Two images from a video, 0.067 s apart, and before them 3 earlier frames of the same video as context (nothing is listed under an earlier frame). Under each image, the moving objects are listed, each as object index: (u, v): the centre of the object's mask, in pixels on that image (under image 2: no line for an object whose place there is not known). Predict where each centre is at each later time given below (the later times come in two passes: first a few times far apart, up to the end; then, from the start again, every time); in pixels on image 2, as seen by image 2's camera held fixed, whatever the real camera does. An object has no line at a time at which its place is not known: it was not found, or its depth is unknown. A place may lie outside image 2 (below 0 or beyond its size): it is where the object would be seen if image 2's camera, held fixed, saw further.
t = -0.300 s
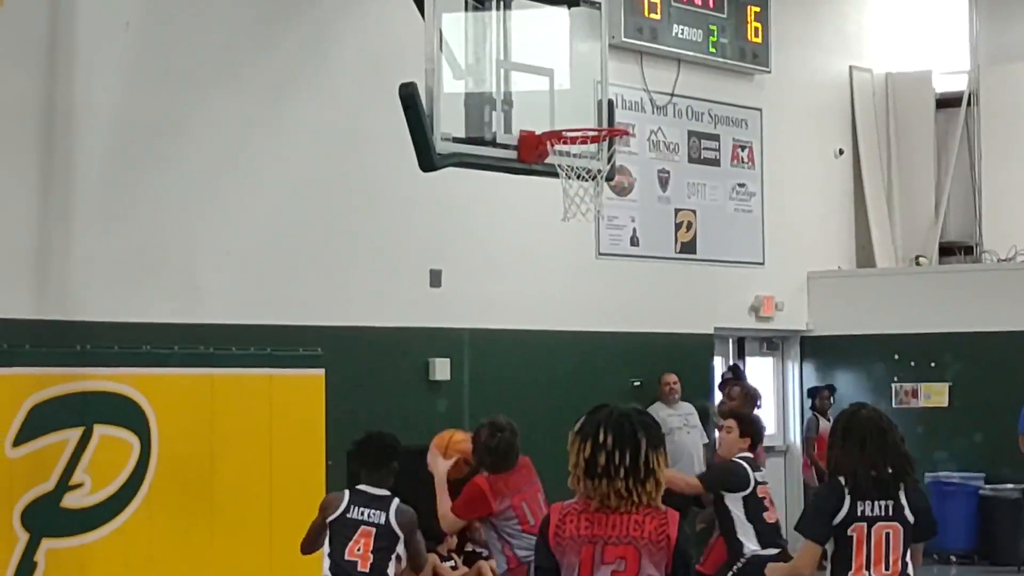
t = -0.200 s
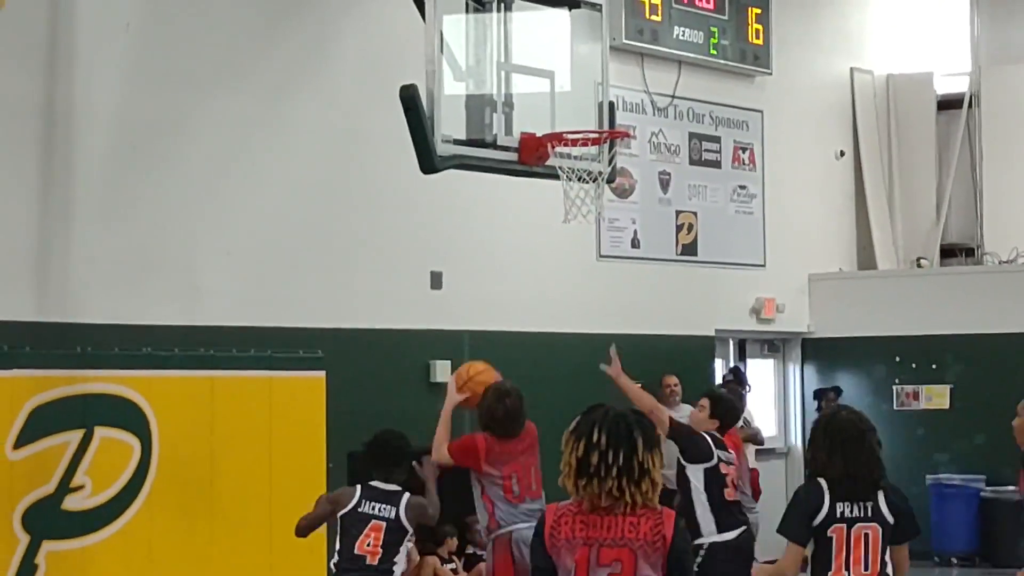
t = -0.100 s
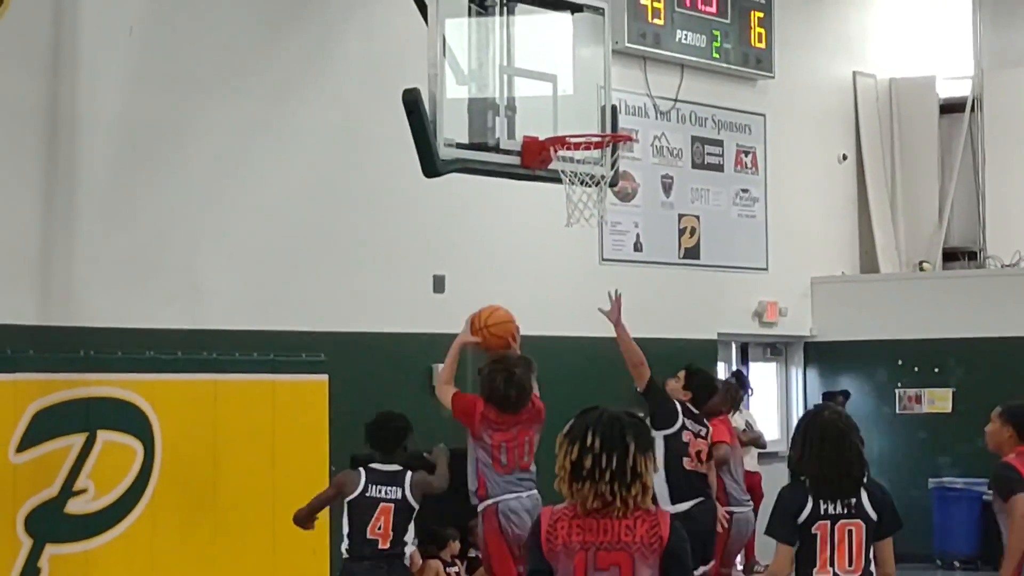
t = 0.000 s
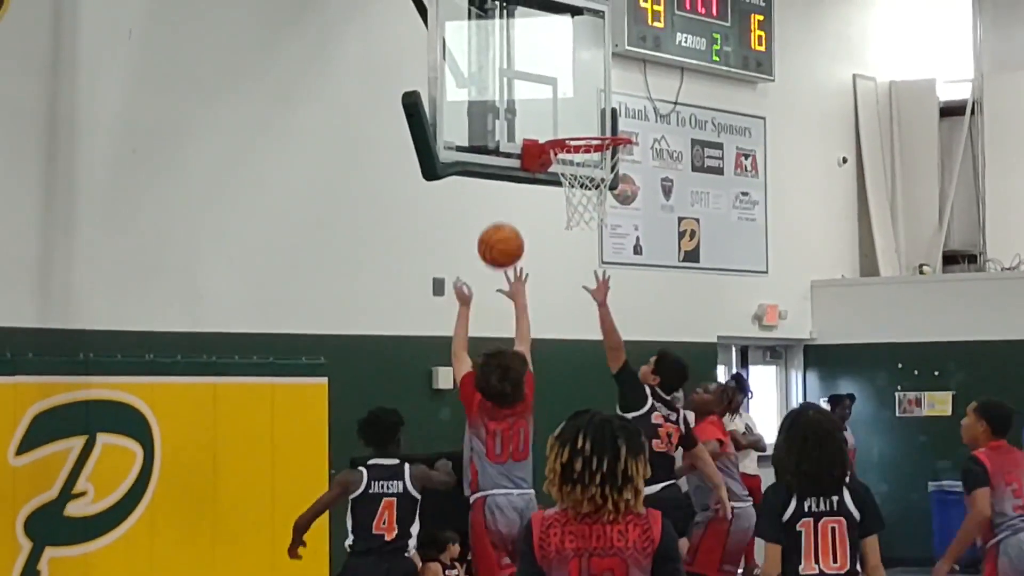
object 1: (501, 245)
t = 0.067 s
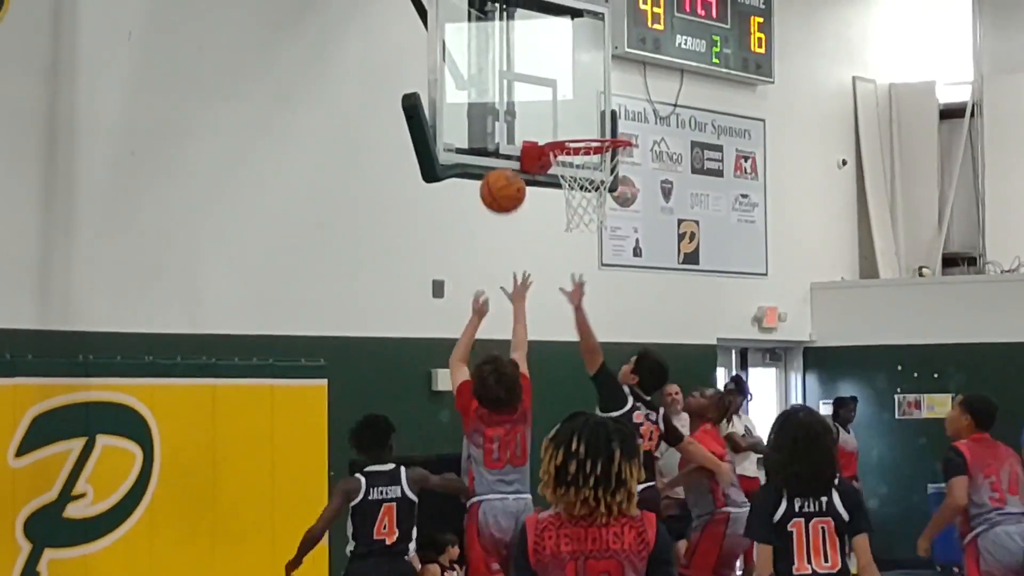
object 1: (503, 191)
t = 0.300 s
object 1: (511, 70)
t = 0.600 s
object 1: (549, 72)
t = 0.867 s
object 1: (601, 161)
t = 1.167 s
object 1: (560, 252)
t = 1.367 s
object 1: (530, 386)
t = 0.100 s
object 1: (504, 166)
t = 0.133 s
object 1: (505, 144)
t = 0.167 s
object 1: (506, 125)
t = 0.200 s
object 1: (508, 108)
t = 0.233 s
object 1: (509, 93)
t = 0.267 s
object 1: (510, 81)
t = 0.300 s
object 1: (511, 70)
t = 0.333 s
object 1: (512, 62)
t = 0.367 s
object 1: (514, 56)
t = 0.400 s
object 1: (515, 52)
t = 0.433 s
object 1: (516, 51)
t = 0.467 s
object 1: (517, 51)
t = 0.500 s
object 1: (518, 53)
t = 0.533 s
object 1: (528, 57)
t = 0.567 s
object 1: (538, 64)
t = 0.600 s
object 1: (549, 72)
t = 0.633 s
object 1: (560, 83)
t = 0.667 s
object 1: (570, 95)
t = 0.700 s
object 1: (580, 109)
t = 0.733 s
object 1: (591, 123)
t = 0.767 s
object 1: (602, 139)
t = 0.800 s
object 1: (601, 147)
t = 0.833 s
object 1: (602, 154)
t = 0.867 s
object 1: (601, 161)
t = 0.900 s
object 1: (597, 167)
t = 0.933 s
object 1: (594, 176)
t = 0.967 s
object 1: (590, 183)
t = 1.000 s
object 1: (584, 190)
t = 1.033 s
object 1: (580, 199)
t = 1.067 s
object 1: (575, 213)
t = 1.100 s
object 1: (571, 223)
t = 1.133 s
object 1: (565, 236)
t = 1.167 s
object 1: (560, 252)
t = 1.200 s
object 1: (554, 268)
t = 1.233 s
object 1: (548, 287)
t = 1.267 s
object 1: (544, 309)
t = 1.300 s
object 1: (539, 334)
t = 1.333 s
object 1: (534, 359)
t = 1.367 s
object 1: (530, 386)
